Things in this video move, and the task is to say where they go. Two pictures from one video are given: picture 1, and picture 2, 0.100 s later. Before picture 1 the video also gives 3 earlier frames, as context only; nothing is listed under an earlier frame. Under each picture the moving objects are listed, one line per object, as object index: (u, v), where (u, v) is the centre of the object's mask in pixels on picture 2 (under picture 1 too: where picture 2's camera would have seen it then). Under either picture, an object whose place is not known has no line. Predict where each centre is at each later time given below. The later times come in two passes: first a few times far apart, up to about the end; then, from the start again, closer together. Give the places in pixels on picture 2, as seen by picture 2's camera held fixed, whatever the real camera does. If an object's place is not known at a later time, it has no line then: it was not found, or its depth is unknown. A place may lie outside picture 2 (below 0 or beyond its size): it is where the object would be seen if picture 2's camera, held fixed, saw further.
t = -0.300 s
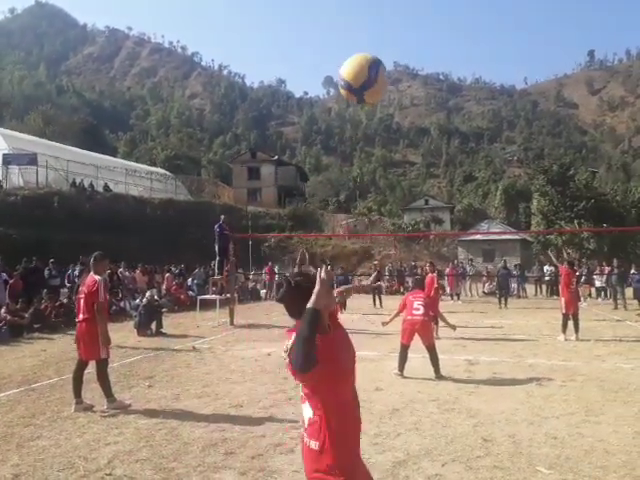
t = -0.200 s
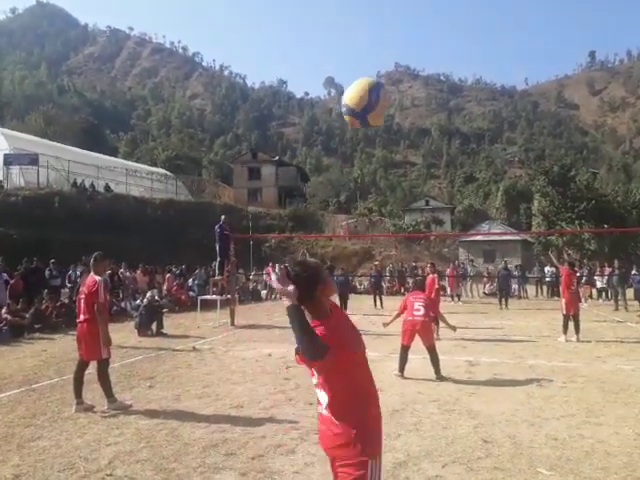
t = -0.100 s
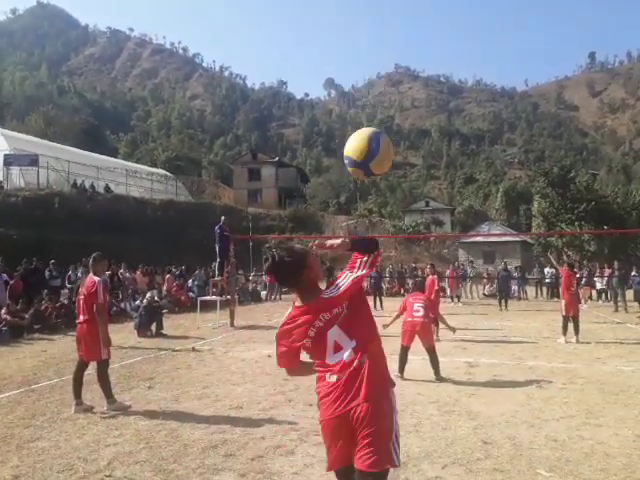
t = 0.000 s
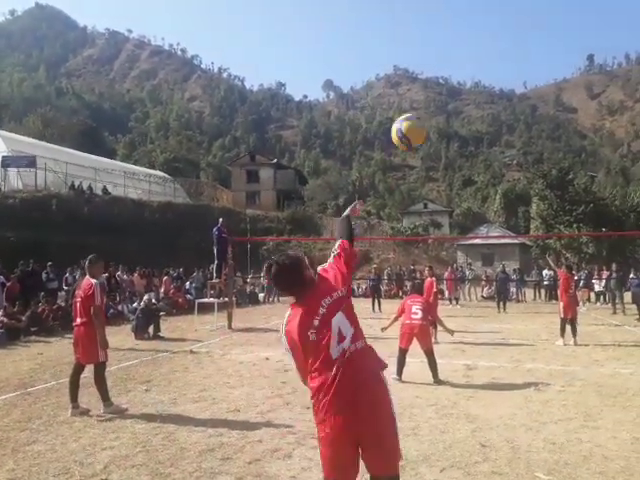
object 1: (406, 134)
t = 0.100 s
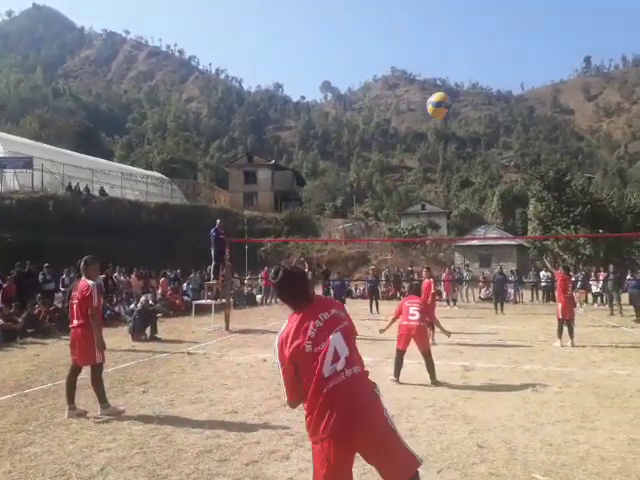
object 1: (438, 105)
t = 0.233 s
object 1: (459, 99)
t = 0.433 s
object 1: (475, 115)
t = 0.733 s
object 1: (488, 163)
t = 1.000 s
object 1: (497, 214)
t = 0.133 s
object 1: (445, 100)
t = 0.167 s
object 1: (451, 100)
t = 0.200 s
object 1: (455, 100)
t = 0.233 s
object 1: (459, 99)
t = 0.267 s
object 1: (462, 100)
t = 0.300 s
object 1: (464, 102)
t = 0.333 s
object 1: (467, 106)
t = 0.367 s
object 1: (469, 109)
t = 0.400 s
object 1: (472, 111)
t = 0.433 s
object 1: (475, 115)
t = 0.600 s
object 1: (484, 141)
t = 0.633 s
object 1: (485, 145)
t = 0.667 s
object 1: (486, 150)
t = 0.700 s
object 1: (488, 156)
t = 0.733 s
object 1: (488, 163)
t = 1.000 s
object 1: (497, 214)
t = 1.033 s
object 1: (498, 222)
